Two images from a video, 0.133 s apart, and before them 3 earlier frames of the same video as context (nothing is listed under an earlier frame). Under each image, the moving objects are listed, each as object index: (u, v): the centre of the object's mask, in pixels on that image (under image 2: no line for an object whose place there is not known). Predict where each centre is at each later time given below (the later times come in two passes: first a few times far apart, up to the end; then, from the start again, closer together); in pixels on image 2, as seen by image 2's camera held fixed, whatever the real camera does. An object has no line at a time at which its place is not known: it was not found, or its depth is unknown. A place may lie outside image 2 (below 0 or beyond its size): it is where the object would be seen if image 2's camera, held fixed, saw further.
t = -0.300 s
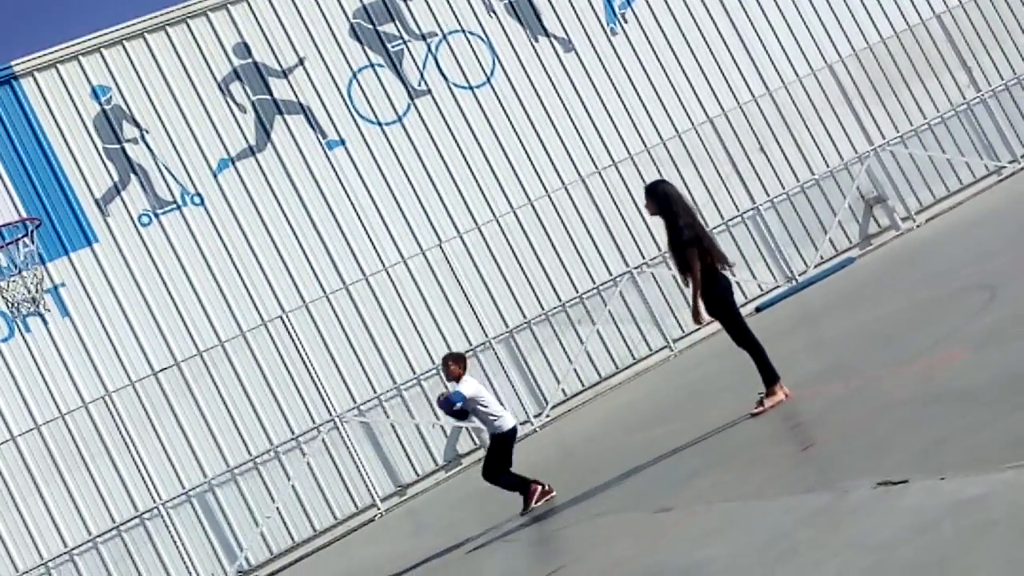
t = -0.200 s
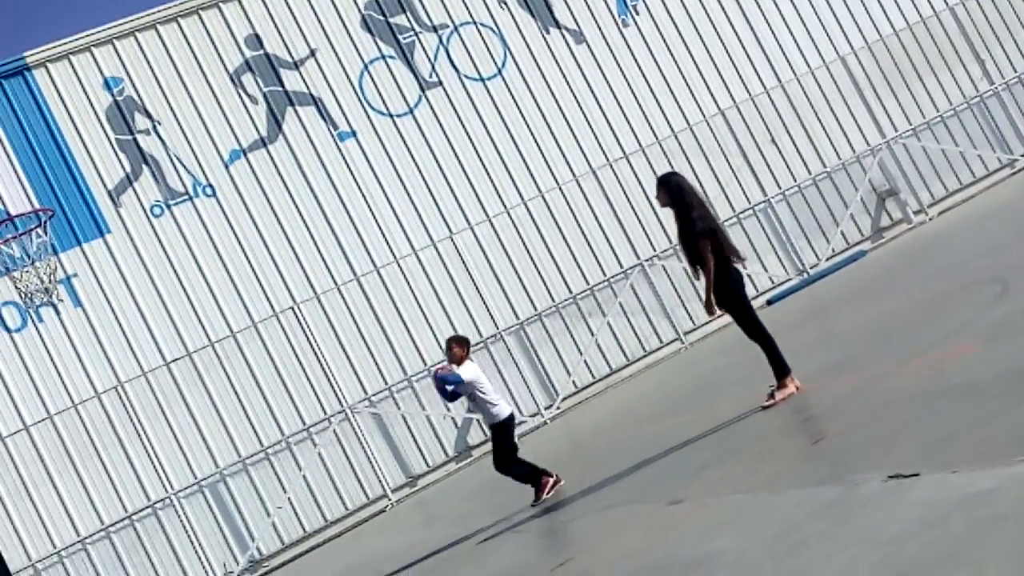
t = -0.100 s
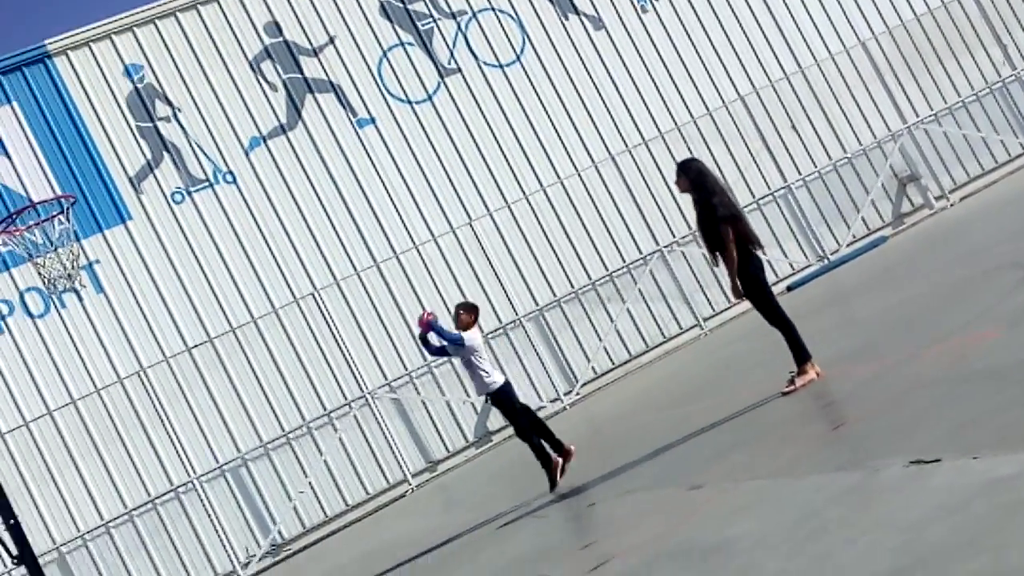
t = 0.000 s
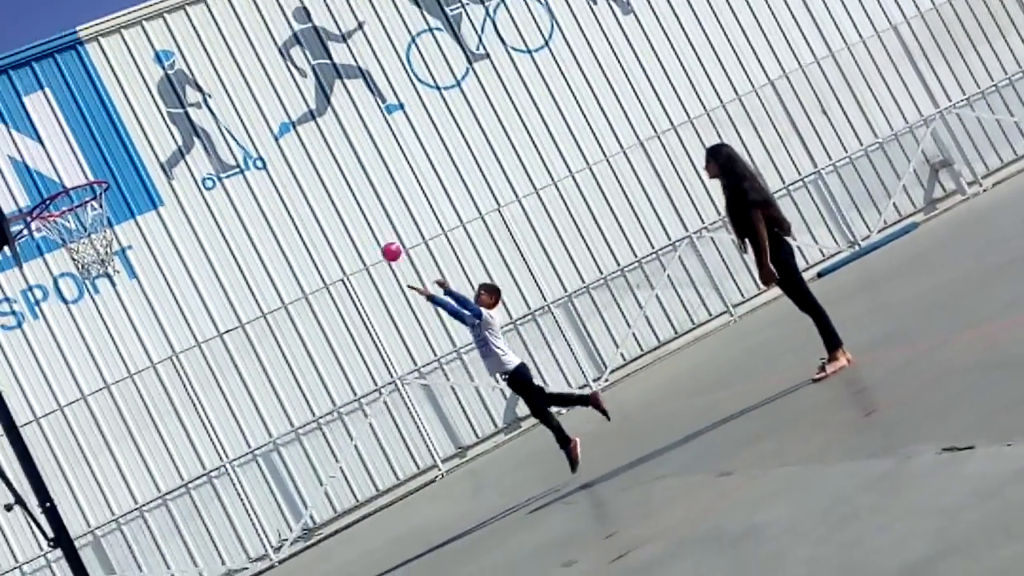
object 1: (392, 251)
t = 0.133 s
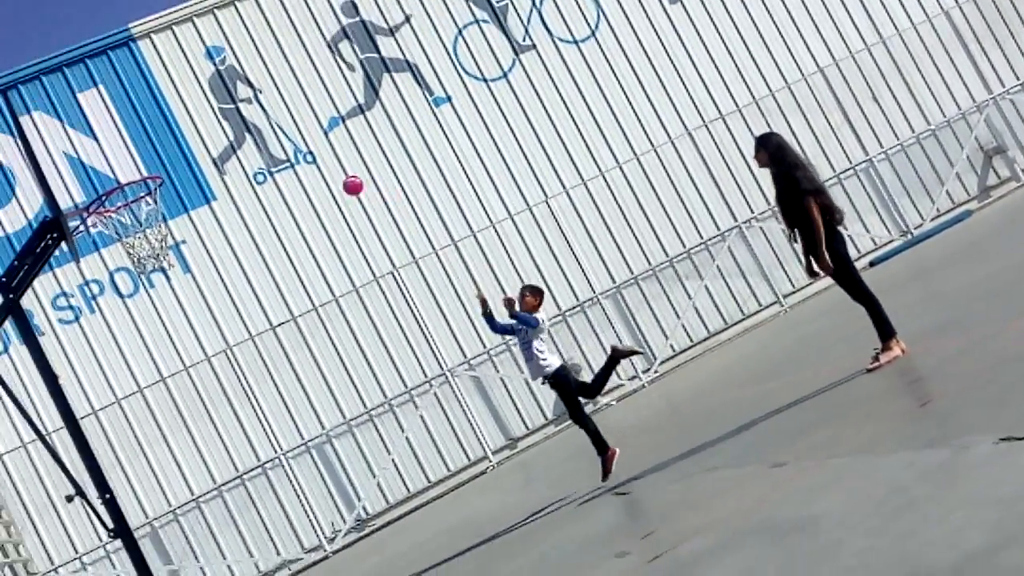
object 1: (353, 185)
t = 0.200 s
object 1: (312, 163)
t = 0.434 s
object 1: (181, 130)
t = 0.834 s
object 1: (141, 208)
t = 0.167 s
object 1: (331, 174)
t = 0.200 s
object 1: (312, 163)
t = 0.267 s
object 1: (273, 148)
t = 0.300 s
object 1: (254, 142)
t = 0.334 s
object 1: (235, 138)
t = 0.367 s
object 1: (216, 134)
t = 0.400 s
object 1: (199, 132)
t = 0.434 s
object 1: (181, 130)
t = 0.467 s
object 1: (165, 131)
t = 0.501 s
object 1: (149, 134)
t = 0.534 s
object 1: (134, 137)
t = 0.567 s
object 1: (119, 143)
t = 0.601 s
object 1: (104, 151)
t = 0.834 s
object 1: (141, 208)
